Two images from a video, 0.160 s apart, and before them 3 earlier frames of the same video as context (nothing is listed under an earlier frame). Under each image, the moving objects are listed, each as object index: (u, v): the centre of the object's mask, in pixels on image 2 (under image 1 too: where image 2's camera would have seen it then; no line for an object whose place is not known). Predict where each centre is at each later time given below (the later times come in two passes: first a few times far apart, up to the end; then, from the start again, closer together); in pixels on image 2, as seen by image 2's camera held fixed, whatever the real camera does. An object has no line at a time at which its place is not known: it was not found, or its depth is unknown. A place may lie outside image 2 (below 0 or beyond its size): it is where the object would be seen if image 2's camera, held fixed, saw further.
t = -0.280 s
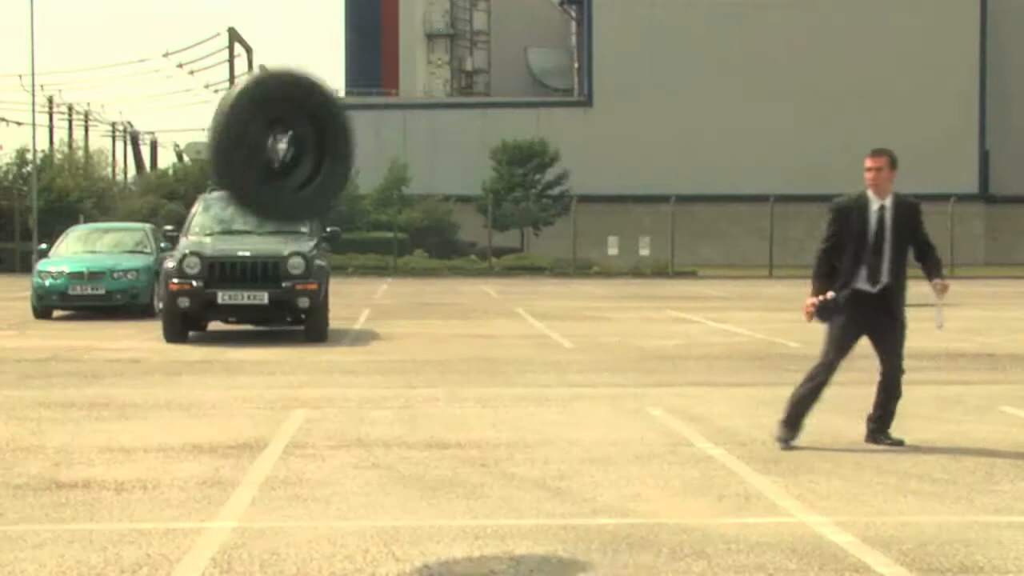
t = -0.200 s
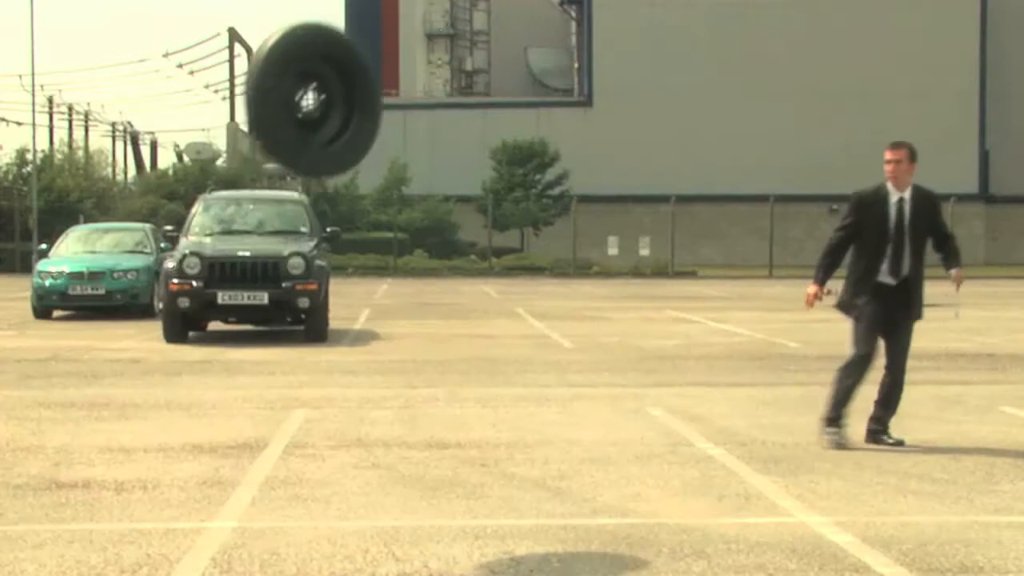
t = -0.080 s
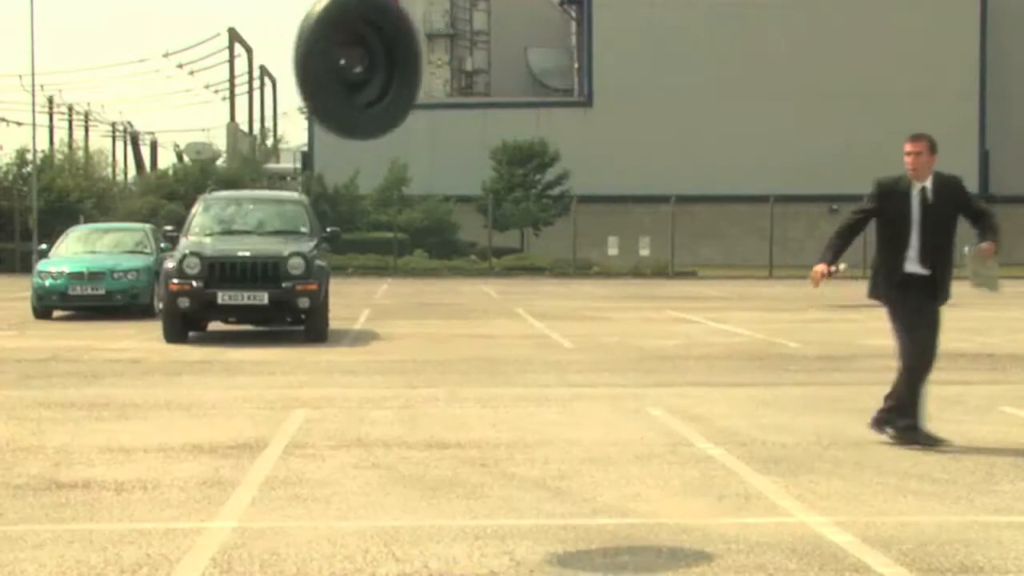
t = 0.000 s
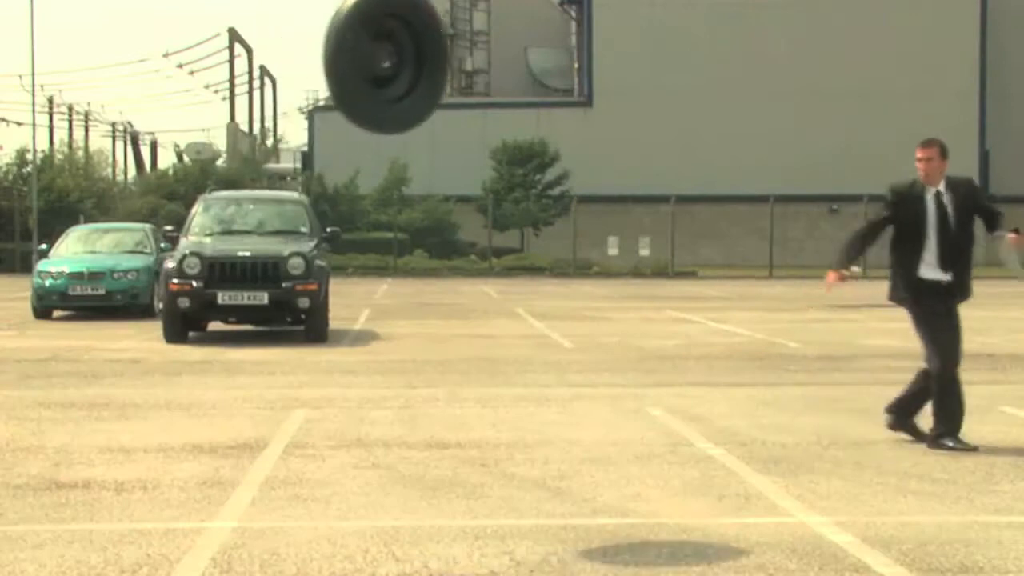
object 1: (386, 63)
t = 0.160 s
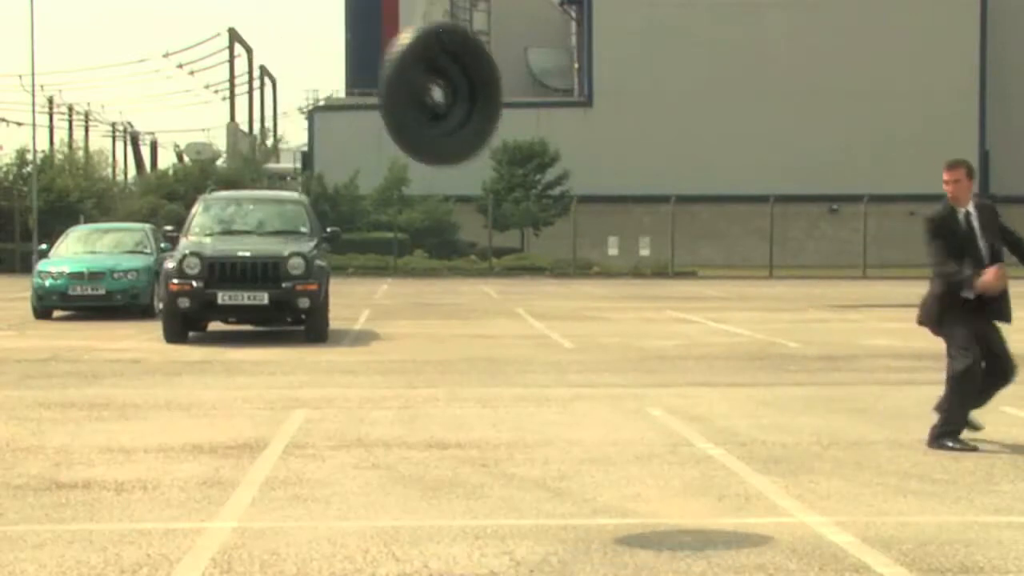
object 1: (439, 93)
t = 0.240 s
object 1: (466, 132)
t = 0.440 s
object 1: (525, 280)
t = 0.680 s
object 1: (589, 331)
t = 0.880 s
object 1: (633, 194)
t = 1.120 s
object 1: (688, 144)
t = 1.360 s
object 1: (730, 215)
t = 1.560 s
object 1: (762, 342)
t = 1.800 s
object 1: (771, 281)
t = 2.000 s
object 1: (770, 220)
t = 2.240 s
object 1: (769, 229)
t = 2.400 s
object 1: (769, 278)
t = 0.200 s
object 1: (452, 110)
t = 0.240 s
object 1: (466, 132)
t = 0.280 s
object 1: (478, 156)
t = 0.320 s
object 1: (490, 183)
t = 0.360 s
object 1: (503, 214)
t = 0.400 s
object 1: (514, 245)
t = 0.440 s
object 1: (525, 280)
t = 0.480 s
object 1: (537, 321)
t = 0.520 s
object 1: (549, 363)
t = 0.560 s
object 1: (560, 407)
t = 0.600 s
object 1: (571, 413)
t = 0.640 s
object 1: (581, 370)
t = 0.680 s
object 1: (589, 331)
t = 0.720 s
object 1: (598, 297)
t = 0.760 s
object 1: (607, 265)
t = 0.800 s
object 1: (616, 238)
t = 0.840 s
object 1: (625, 214)
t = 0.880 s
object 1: (633, 194)
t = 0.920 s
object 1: (649, 164)
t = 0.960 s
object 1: (657, 154)
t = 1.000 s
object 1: (665, 147)
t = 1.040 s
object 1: (673, 143)
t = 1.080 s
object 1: (680, 142)
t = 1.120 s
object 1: (688, 144)
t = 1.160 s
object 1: (695, 149)
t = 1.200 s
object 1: (702, 157)
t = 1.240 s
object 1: (710, 168)
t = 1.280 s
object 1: (717, 181)
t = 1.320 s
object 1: (723, 196)
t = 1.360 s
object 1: (730, 215)
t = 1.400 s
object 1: (736, 235)
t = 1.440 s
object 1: (743, 257)
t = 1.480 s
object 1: (749, 284)
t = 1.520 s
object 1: (755, 312)
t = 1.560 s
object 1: (762, 342)
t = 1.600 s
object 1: (768, 373)
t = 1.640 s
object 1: (772, 380)
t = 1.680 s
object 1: (772, 351)
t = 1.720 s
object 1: (772, 325)
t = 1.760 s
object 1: (771, 301)
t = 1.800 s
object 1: (771, 281)
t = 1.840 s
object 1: (771, 263)
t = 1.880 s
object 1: (770, 248)
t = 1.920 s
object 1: (770, 236)
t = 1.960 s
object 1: (770, 227)
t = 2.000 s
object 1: (770, 220)
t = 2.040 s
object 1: (769, 216)
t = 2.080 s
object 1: (769, 214)
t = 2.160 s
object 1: (769, 217)
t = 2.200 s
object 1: (769, 222)
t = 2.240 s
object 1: (769, 229)
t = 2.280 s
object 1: (769, 238)
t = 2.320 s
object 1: (769, 250)
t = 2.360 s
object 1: (769, 263)
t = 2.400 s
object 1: (769, 278)
